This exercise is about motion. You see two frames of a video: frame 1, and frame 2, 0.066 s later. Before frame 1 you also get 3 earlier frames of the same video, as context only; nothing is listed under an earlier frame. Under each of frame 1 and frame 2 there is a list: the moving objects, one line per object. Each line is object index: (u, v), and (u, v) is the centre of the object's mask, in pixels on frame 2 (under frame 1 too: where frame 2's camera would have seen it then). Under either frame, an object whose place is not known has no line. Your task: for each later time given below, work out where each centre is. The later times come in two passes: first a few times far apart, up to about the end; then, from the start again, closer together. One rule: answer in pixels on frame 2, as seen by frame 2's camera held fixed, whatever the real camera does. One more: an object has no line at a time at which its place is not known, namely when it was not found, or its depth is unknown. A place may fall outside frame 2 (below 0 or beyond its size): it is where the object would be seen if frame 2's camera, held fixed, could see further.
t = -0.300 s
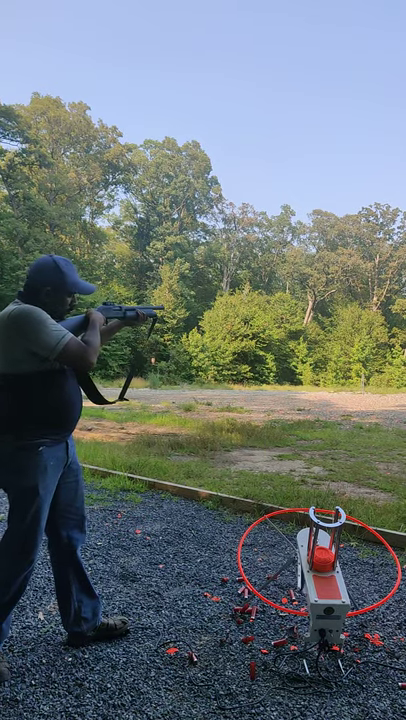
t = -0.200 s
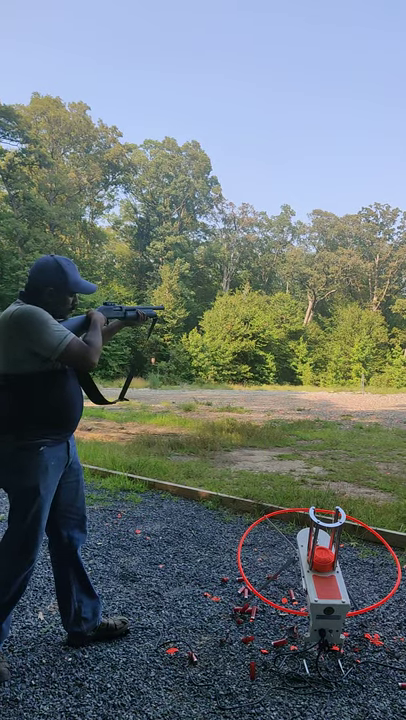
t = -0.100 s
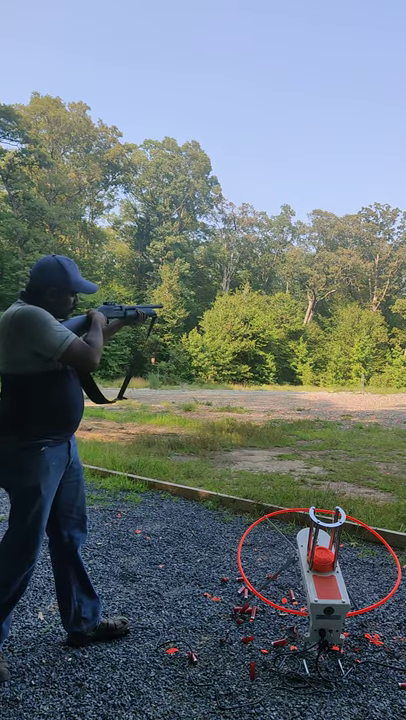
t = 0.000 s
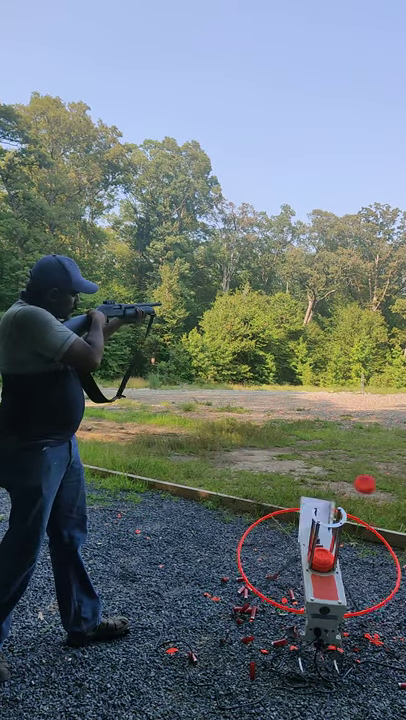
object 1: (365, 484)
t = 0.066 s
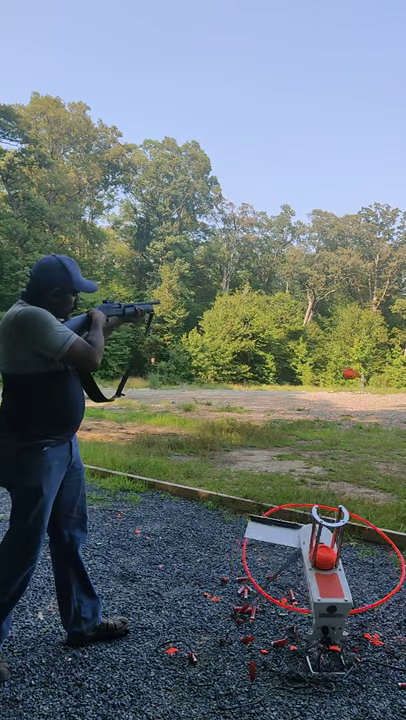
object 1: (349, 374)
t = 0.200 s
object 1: (336, 267)
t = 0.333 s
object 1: (328, 214)
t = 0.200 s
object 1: (336, 267)
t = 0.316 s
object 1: (331, 220)
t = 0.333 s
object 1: (328, 214)
